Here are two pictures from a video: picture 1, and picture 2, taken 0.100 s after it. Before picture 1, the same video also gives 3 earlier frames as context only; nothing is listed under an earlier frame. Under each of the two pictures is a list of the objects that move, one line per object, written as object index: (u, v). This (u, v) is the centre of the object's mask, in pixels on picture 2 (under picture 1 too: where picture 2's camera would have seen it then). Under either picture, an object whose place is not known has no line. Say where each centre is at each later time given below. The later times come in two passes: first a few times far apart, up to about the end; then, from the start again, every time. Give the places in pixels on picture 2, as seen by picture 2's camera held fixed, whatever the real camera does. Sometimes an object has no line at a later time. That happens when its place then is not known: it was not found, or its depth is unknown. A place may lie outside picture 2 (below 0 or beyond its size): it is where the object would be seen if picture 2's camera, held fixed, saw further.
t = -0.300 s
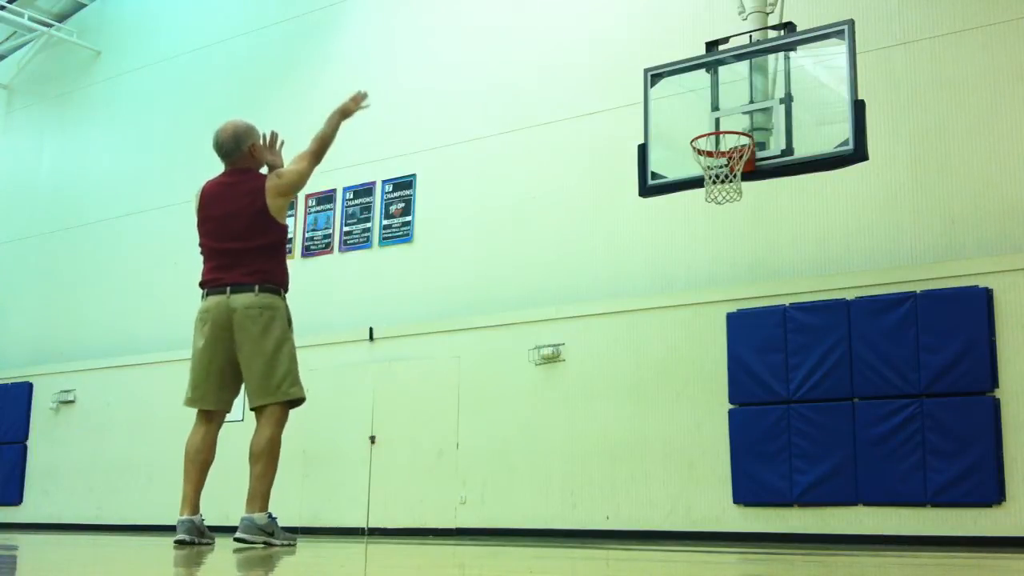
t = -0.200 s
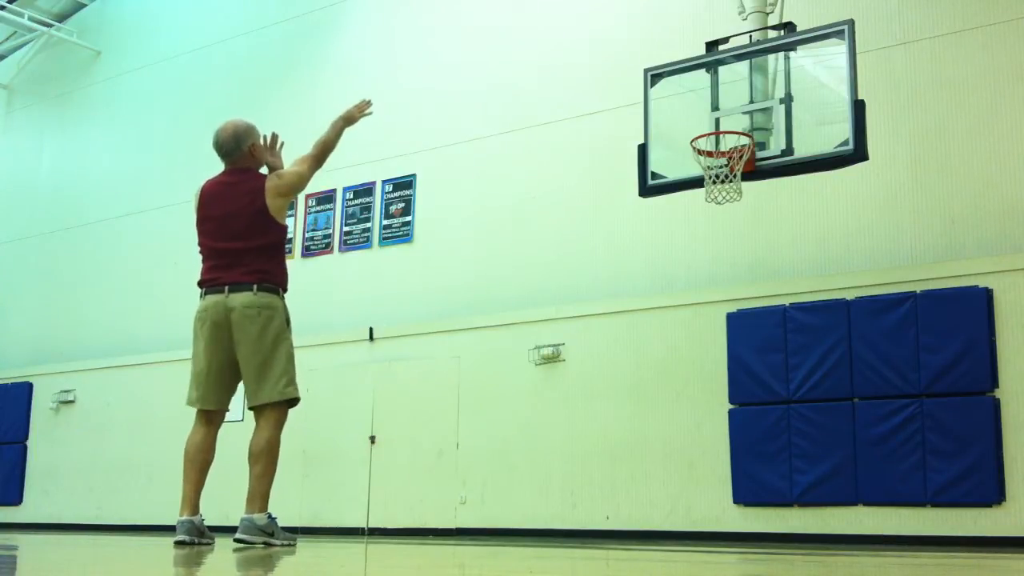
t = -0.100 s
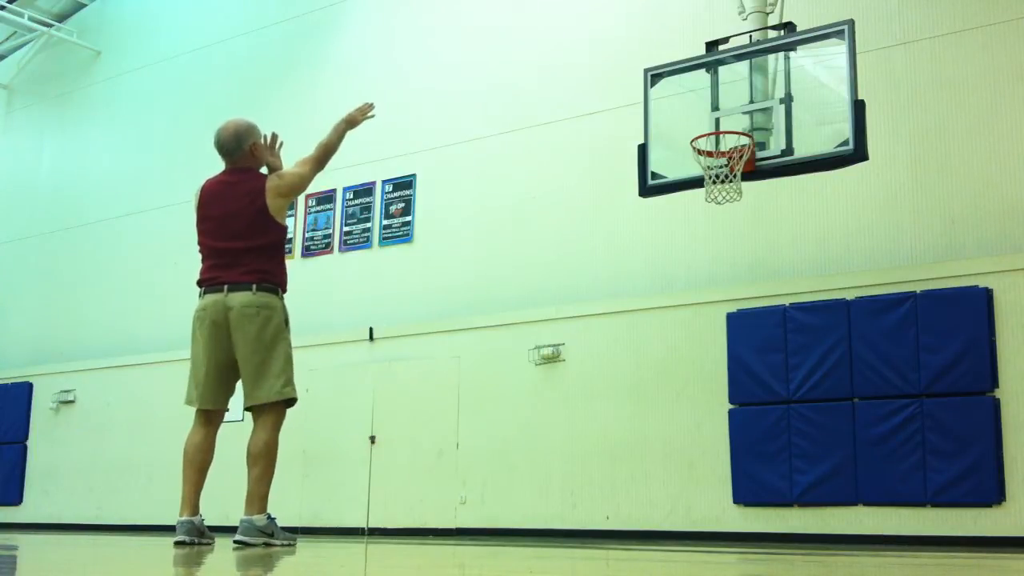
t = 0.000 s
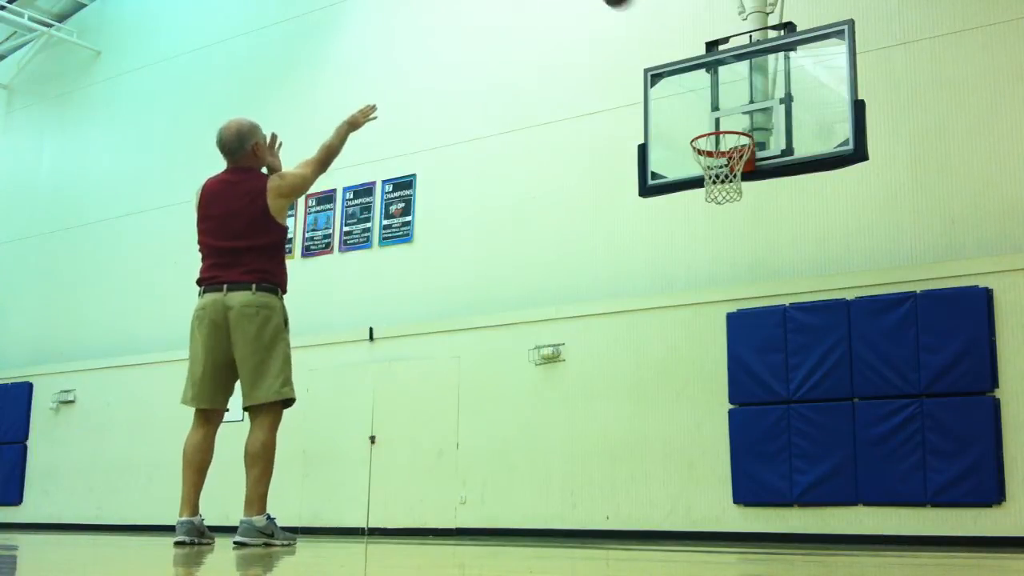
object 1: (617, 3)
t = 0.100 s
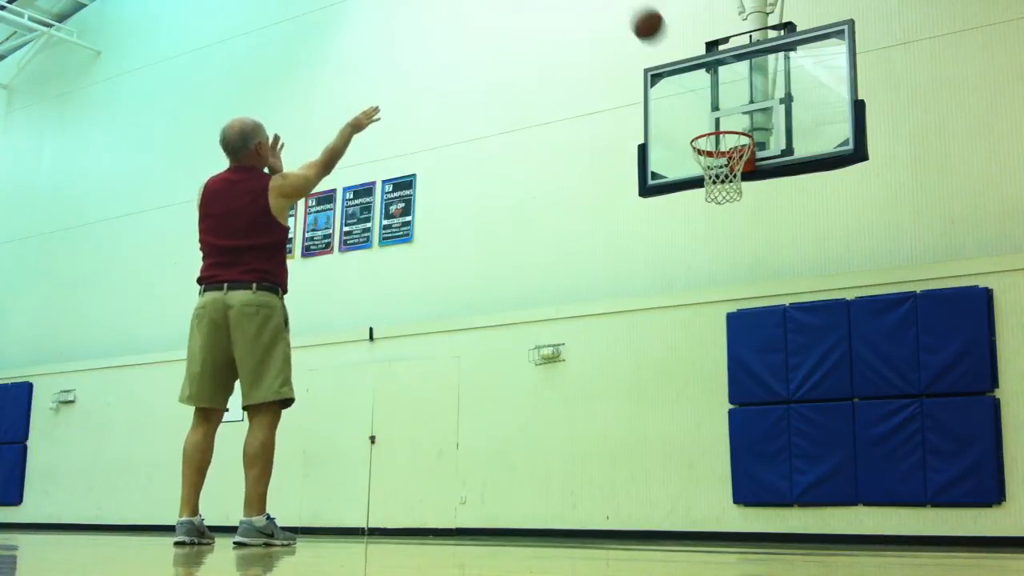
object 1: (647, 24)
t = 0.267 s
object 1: (694, 103)
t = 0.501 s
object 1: (729, 121)
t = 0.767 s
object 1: (724, 96)
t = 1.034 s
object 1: (726, 112)
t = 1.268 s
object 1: (737, 154)
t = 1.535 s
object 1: (748, 300)
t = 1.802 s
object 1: (761, 489)
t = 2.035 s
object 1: (759, 343)
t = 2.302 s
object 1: (760, 269)
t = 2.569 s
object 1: (761, 302)
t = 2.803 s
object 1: (766, 436)
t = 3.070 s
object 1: (771, 425)
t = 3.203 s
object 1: (773, 376)
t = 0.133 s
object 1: (657, 38)
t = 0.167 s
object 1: (667, 52)
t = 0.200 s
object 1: (677, 68)
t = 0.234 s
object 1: (686, 87)
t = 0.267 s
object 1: (694, 103)
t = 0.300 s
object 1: (703, 121)
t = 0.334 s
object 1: (709, 123)
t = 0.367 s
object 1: (716, 127)
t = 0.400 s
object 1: (722, 131)
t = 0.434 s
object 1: (728, 137)
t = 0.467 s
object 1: (731, 128)
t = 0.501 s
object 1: (729, 121)
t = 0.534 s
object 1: (728, 115)
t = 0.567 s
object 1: (728, 108)
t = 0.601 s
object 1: (727, 103)
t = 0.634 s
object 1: (727, 99)
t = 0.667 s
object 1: (726, 97)
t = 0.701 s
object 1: (725, 95)
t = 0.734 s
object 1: (725, 95)
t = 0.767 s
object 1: (724, 96)
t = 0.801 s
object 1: (724, 98)
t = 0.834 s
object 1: (723, 102)
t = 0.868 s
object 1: (722, 107)
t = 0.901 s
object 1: (722, 114)
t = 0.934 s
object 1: (722, 115)
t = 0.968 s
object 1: (723, 113)
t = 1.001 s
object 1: (724, 111)
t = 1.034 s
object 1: (726, 112)
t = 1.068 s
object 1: (727, 113)
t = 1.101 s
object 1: (728, 116)
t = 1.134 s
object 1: (729, 120)
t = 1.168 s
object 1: (731, 125)
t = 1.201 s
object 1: (732, 133)
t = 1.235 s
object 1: (734, 143)
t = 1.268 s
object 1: (737, 154)
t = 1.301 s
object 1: (739, 163)
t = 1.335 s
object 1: (738, 179)
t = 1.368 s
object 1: (740, 196)
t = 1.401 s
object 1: (742, 214)
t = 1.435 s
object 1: (743, 230)
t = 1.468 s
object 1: (745, 253)
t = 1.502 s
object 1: (746, 276)
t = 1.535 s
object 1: (748, 300)
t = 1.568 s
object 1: (750, 330)
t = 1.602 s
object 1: (752, 358)
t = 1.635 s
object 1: (754, 389)
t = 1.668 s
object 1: (756, 428)
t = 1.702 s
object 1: (758, 463)
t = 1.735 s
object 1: (762, 507)
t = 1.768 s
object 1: (763, 517)
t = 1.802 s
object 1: (761, 489)
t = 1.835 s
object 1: (761, 467)
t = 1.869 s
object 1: (761, 441)
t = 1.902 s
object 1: (760, 419)
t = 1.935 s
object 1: (761, 395)
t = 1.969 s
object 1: (759, 377)
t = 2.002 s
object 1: (760, 360)
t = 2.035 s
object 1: (759, 343)
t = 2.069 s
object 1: (760, 329)
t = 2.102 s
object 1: (760, 315)
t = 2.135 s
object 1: (760, 303)
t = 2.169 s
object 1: (760, 293)
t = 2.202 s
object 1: (760, 285)
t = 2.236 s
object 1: (760, 278)
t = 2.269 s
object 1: (760, 273)
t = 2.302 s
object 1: (760, 269)
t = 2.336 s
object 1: (760, 268)
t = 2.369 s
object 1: (760, 267)
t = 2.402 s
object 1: (761, 269)
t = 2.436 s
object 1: (761, 272)
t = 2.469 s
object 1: (761, 277)
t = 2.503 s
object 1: (761, 283)
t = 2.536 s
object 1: (762, 291)
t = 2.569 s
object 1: (761, 302)
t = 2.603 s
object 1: (762, 315)
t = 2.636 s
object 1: (762, 330)
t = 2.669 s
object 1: (763, 347)
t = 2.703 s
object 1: (763, 366)
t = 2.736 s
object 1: (764, 387)
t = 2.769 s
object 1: (764, 411)
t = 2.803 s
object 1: (766, 436)
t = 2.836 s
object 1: (767, 469)
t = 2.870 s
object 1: (769, 498)
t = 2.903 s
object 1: (771, 523)
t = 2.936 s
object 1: (770, 498)
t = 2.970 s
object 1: (770, 477)
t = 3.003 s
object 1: (771, 459)
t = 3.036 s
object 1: (771, 440)
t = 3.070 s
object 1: (771, 425)
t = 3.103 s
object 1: (771, 409)
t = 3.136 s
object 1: (772, 396)
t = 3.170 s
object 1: (773, 385)
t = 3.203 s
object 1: (773, 376)
